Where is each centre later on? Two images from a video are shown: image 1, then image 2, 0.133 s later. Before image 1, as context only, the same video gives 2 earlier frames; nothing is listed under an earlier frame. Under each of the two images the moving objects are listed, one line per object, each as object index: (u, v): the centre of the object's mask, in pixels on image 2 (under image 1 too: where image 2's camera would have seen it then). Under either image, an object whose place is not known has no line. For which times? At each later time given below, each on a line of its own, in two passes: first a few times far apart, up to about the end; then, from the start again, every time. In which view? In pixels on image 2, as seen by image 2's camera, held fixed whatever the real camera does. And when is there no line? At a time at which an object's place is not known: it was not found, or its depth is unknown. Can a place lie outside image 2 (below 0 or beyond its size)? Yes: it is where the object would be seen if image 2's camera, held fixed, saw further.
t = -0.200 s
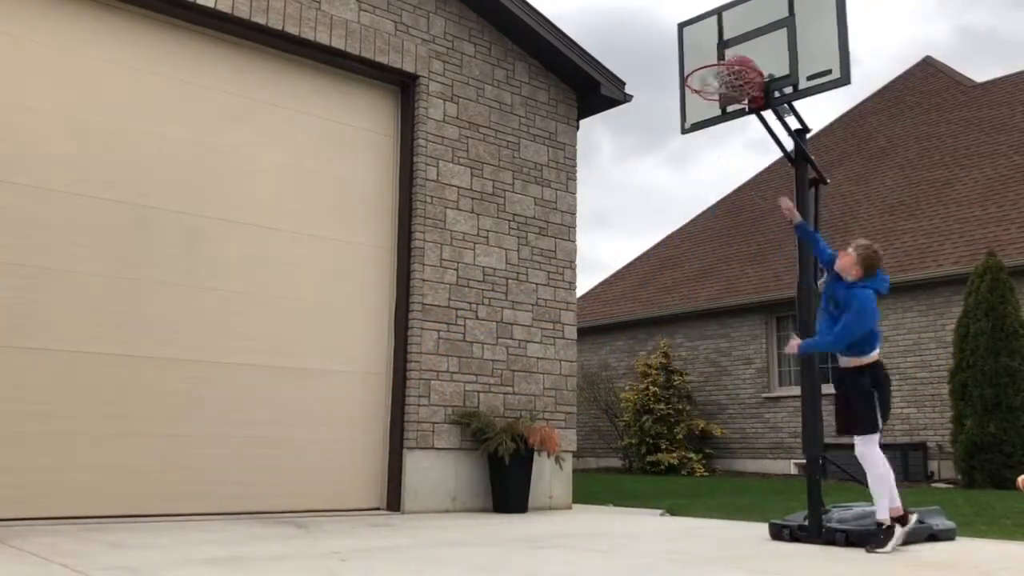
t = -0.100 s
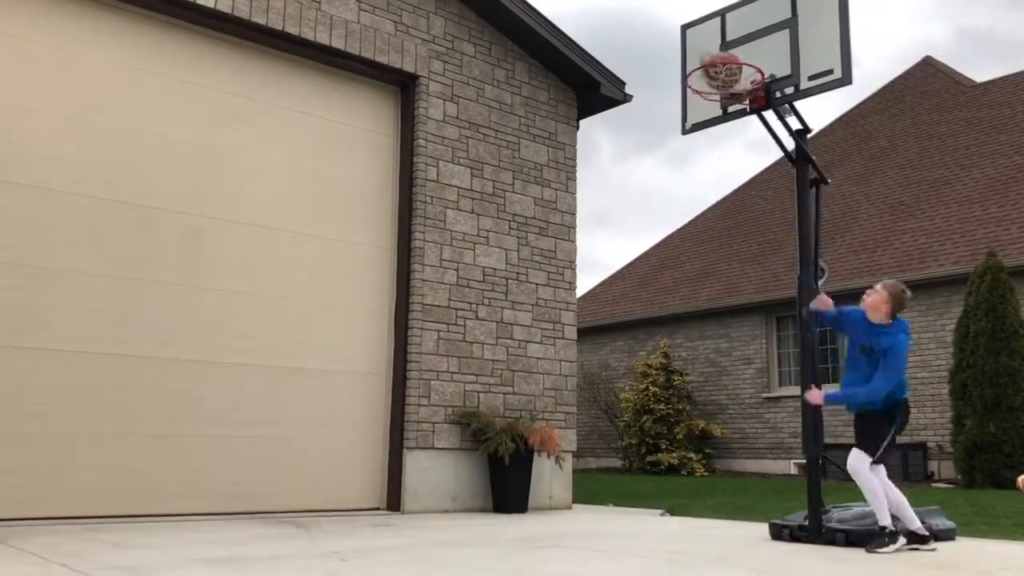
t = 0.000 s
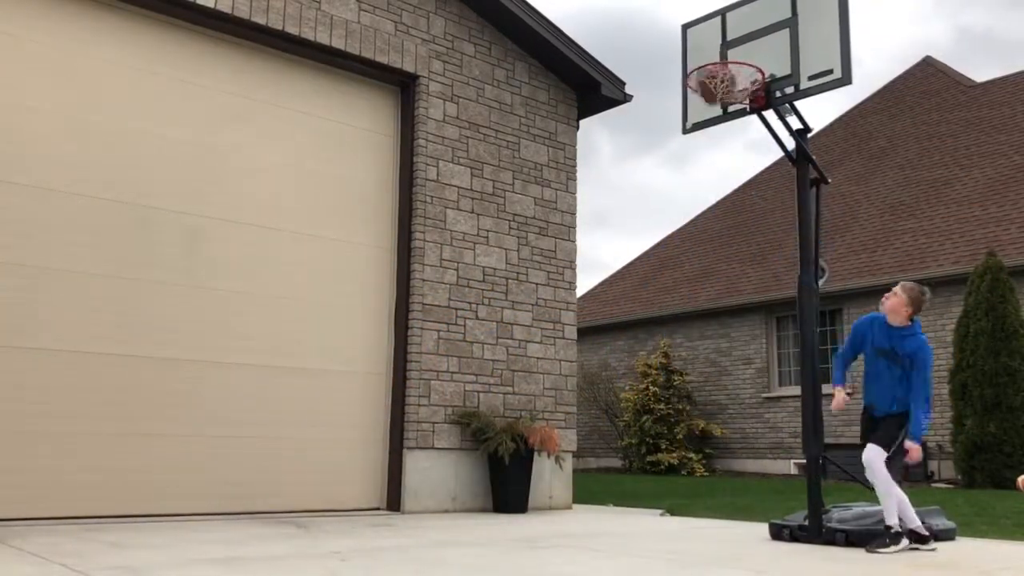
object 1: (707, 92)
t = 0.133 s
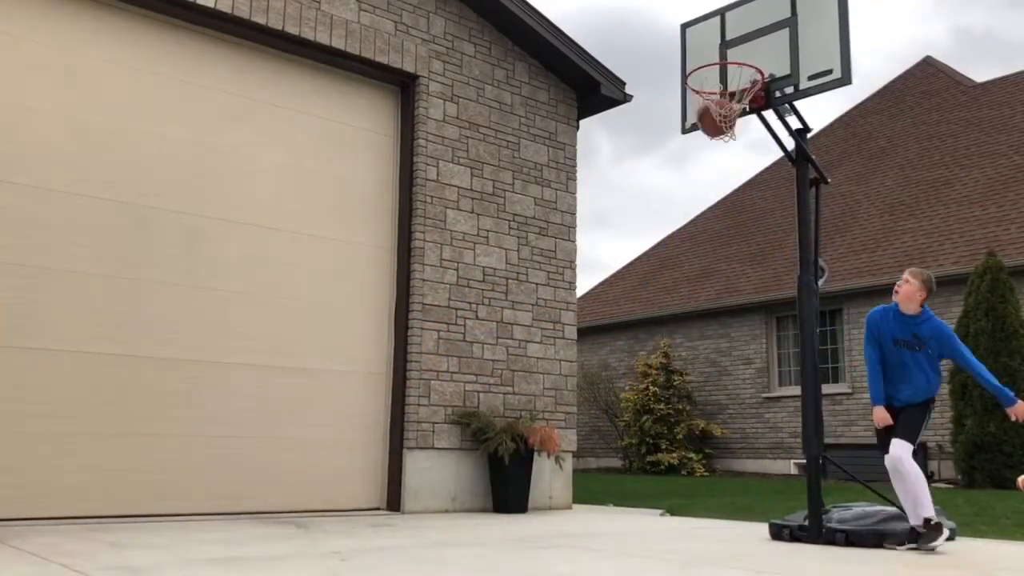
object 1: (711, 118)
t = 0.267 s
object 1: (726, 158)
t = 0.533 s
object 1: (748, 313)
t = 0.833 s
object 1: (768, 467)
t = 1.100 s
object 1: (757, 313)
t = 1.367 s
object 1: (752, 272)
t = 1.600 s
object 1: (749, 321)
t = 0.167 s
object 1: (715, 134)
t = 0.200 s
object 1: (721, 141)
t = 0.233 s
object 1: (723, 147)
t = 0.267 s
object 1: (726, 158)
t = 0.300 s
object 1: (728, 171)
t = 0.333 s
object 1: (730, 185)
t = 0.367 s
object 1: (734, 201)
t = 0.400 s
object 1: (736, 218)
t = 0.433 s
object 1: (738, 240)
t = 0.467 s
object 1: (742, 263)
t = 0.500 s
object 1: (745, 287)
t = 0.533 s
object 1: (748, 313)
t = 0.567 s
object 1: (751, 340)
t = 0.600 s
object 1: (755, 368)
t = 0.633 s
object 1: (758, 401)
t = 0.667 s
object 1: (762, 434)
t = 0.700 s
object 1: (765, 472)
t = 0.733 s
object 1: (769, 507)
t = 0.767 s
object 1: (771, 524)
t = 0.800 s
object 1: (769, 494)
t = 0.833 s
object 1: (768, 467)
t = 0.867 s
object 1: (765, 441)
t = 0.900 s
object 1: (764, 417)
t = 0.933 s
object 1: (762, 394)
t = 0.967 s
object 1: (761, 375)
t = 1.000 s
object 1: (760, 357)
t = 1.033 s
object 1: (759, 340)
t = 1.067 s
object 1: (758, 326)
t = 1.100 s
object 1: (757, 313)
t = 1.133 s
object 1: (755, 301)
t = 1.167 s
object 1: (754, 292)
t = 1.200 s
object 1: (754, 284)
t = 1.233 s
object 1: (753, 278)
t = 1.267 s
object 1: (752, 274)
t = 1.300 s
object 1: (752, 273)
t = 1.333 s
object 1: (752, 272)
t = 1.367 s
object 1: (752, 272)
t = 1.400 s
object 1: (750, 273)
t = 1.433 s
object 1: (750, 276)
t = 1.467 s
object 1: (749, 280)
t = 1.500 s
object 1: (749, 288)
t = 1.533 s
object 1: (749, 297)
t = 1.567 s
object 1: (748, 308)
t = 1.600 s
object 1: (749, 321)
